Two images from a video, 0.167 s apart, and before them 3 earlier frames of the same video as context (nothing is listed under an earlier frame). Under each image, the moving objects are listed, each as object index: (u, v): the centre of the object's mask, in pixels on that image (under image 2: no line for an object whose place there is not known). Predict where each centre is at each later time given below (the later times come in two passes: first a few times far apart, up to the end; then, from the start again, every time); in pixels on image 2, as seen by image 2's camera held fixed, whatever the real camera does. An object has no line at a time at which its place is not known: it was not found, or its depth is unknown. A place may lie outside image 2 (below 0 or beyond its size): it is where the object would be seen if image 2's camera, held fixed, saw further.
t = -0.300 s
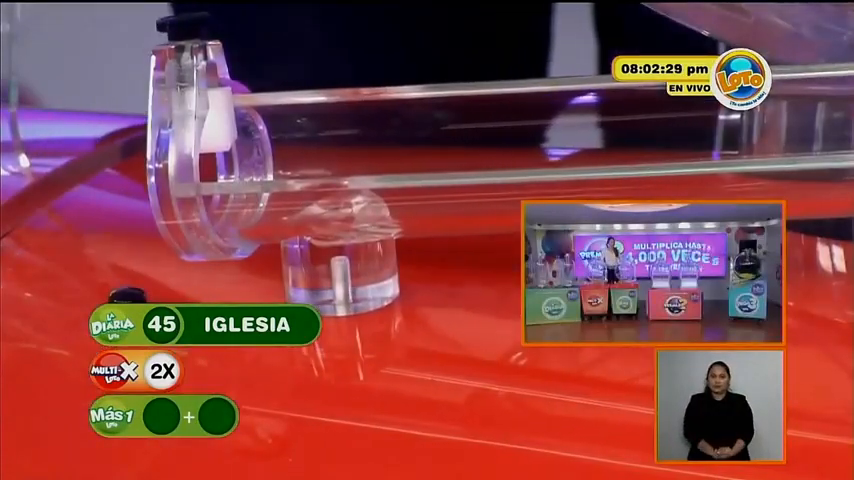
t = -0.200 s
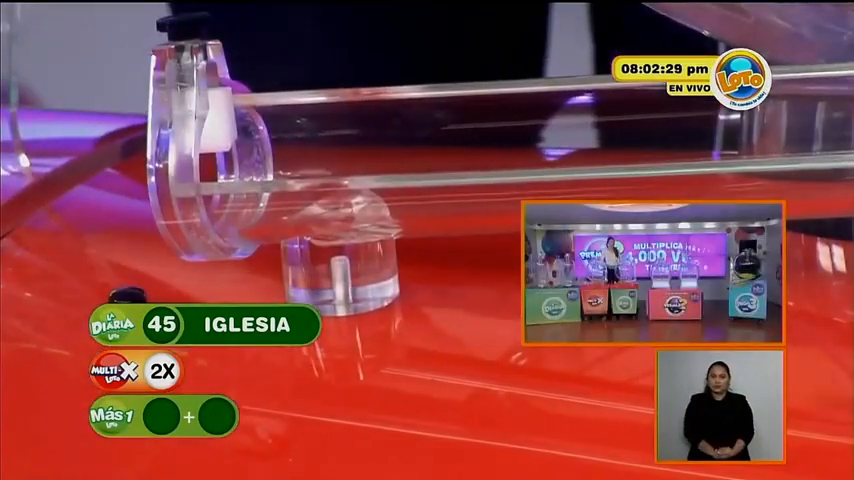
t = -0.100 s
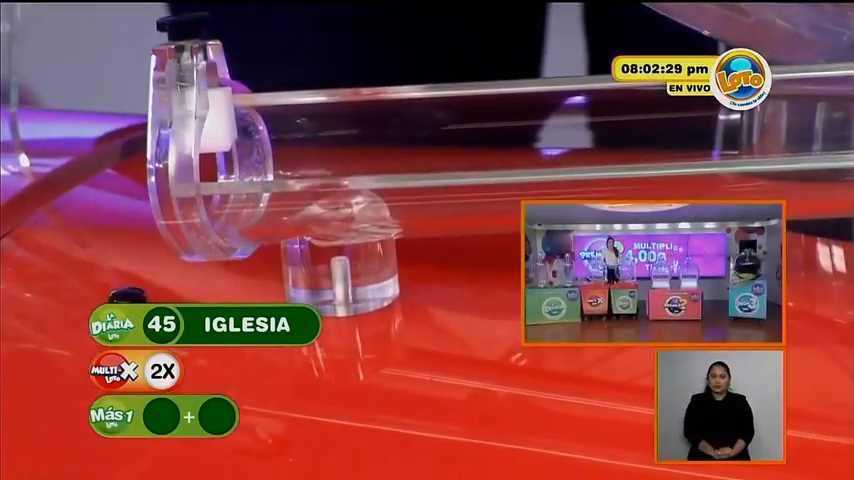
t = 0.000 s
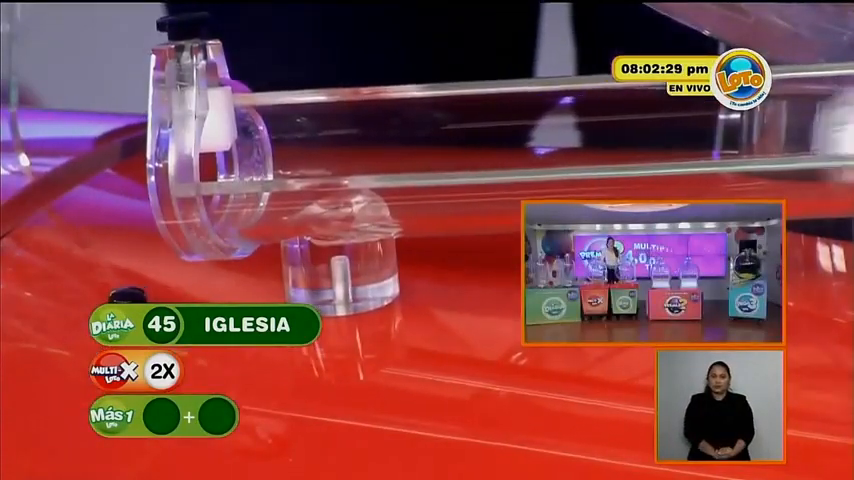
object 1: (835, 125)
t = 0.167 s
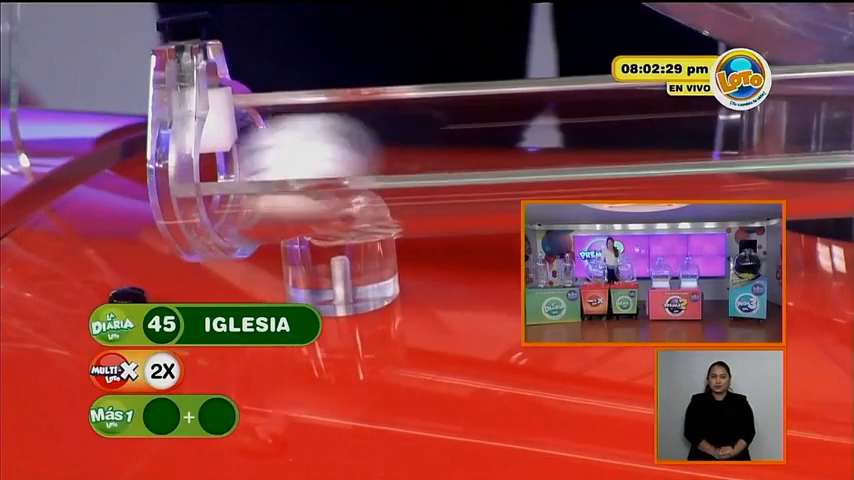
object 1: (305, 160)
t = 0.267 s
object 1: (342, 160)
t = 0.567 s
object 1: (279, 163)
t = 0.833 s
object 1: (278, 166)
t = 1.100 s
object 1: (280, 168)
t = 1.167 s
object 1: (280, 168)
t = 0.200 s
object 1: (298, 150)
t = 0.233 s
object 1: (326, 148)
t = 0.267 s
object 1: (342, 160)
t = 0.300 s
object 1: (352, 157)
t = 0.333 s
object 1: (359, 161)
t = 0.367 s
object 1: (357, 161)
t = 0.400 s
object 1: (348, 160)
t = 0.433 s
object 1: (339, 162)
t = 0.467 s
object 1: (326, 163)
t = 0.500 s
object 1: (310, 163)
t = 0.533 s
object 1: (296, 166)
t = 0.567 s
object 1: (279, 163)
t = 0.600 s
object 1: (280, 165)
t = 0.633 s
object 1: (278, 163)
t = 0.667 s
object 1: (279, 166)
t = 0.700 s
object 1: (280, 167)
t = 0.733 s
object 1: (280, 167)
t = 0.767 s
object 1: (278, 166)
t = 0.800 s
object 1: (278, 163)
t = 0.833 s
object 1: (278, 166)
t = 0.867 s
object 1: (279, 168)
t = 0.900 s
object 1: (279, 168)
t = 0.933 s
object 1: (279, 169)
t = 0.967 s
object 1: (279, 169)
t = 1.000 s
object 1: (280, 168)
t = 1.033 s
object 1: (280, 169)
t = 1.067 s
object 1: (280, 168)
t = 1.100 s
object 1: (280, 168)
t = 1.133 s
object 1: (280, 169)
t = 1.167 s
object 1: (280, 168)
